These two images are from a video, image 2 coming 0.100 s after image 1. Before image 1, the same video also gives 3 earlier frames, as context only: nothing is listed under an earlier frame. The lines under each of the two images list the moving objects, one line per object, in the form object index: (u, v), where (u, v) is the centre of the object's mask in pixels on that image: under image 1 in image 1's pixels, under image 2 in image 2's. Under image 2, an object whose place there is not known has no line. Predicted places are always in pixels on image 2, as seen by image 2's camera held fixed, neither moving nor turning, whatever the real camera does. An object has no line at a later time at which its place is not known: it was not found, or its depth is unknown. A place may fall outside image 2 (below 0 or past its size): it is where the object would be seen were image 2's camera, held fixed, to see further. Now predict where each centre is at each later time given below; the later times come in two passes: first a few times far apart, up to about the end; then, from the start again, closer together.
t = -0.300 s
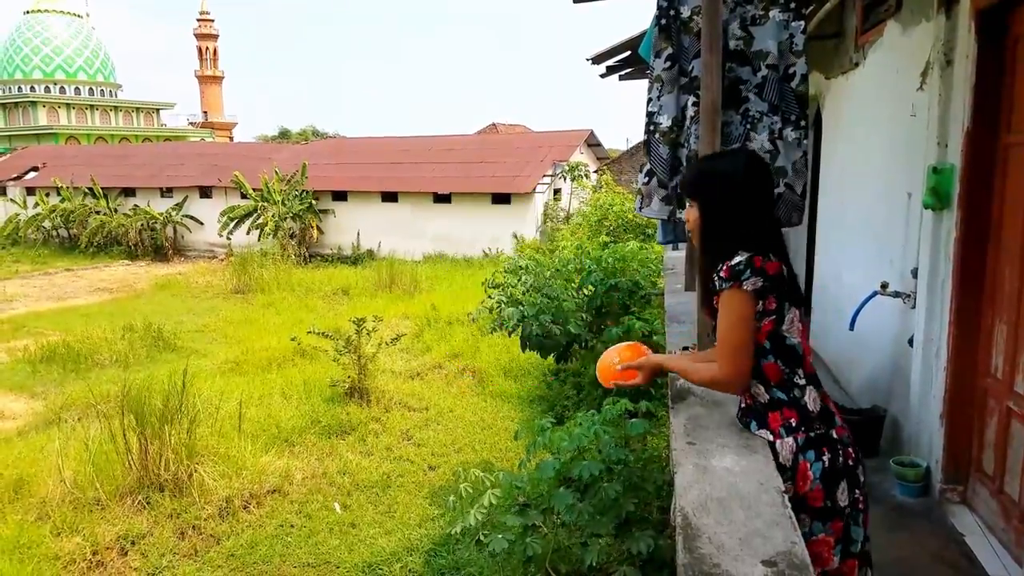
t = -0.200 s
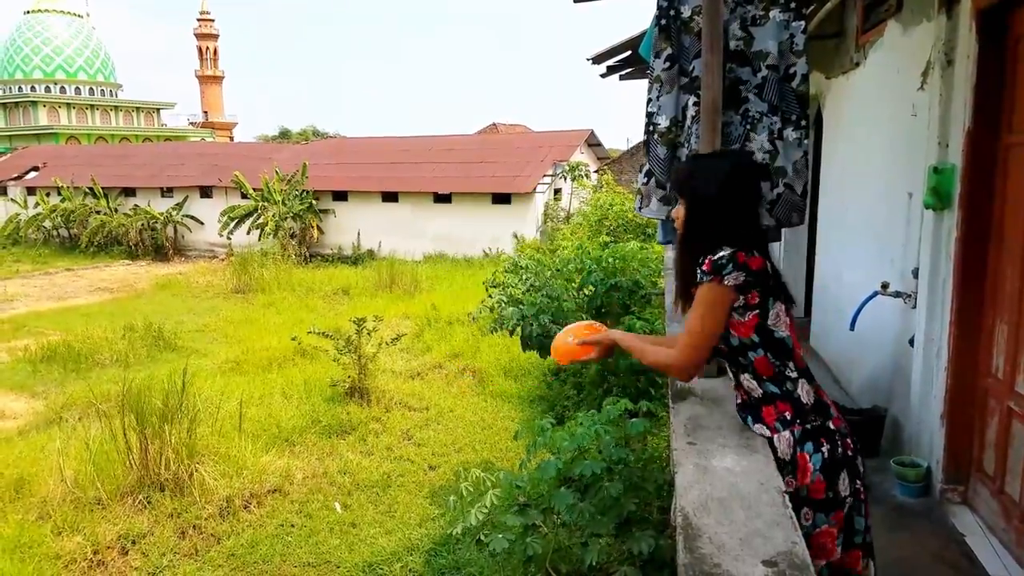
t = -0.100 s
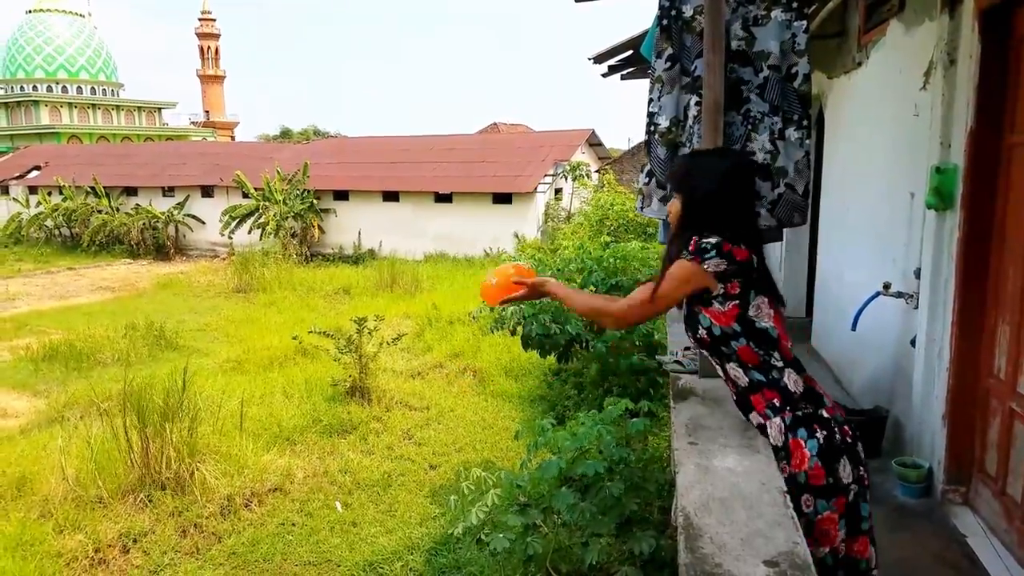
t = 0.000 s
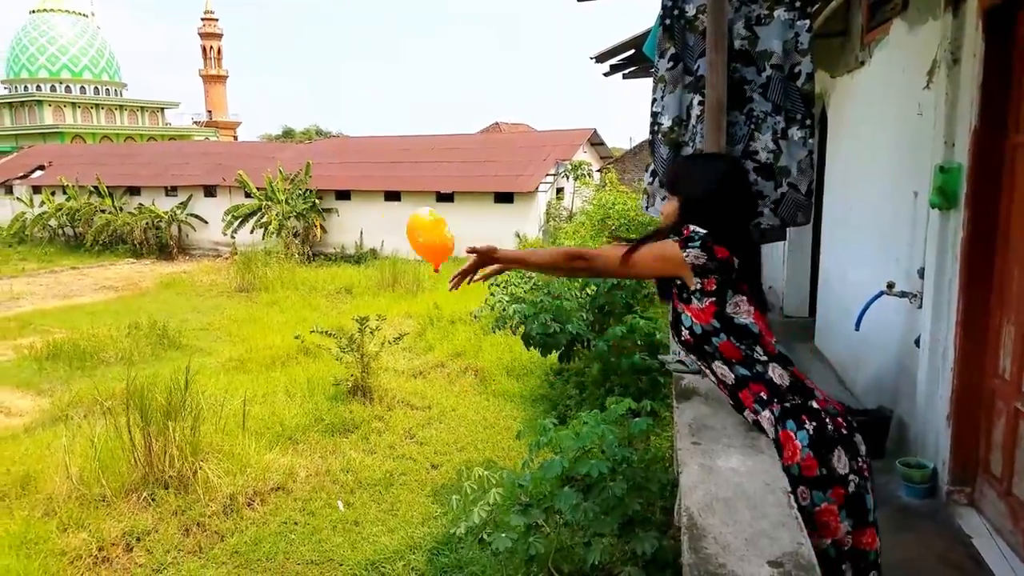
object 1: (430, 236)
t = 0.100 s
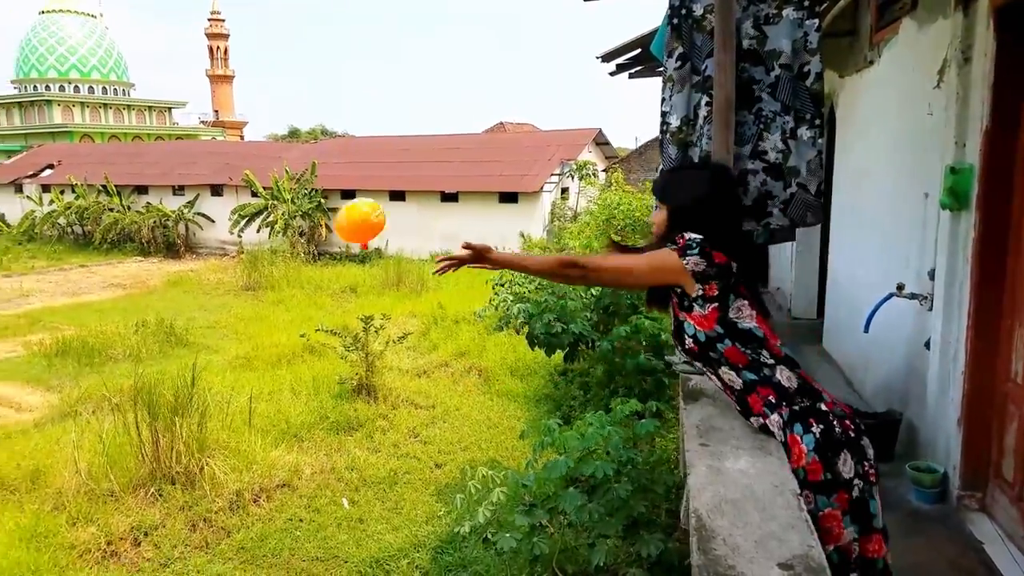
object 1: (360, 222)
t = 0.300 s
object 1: (233, 287)
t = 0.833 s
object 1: (31, 827)
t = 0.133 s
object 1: (337, 224)
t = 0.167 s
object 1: (315, 231)
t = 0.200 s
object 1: (294, 239)
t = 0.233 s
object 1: (274, 252)
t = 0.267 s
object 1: (253, 268)
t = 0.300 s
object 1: (233, 287)
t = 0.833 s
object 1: (31, 827)
